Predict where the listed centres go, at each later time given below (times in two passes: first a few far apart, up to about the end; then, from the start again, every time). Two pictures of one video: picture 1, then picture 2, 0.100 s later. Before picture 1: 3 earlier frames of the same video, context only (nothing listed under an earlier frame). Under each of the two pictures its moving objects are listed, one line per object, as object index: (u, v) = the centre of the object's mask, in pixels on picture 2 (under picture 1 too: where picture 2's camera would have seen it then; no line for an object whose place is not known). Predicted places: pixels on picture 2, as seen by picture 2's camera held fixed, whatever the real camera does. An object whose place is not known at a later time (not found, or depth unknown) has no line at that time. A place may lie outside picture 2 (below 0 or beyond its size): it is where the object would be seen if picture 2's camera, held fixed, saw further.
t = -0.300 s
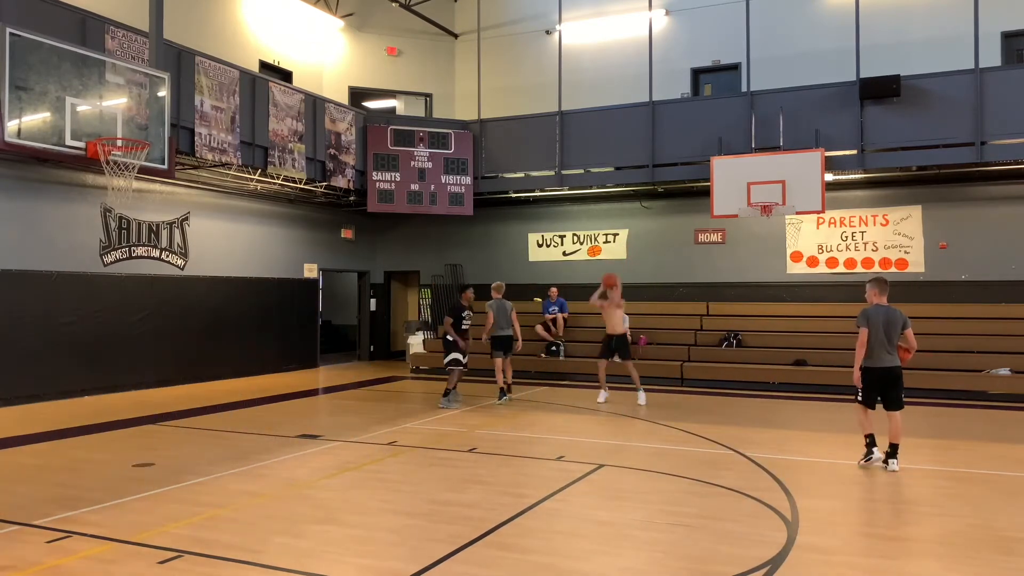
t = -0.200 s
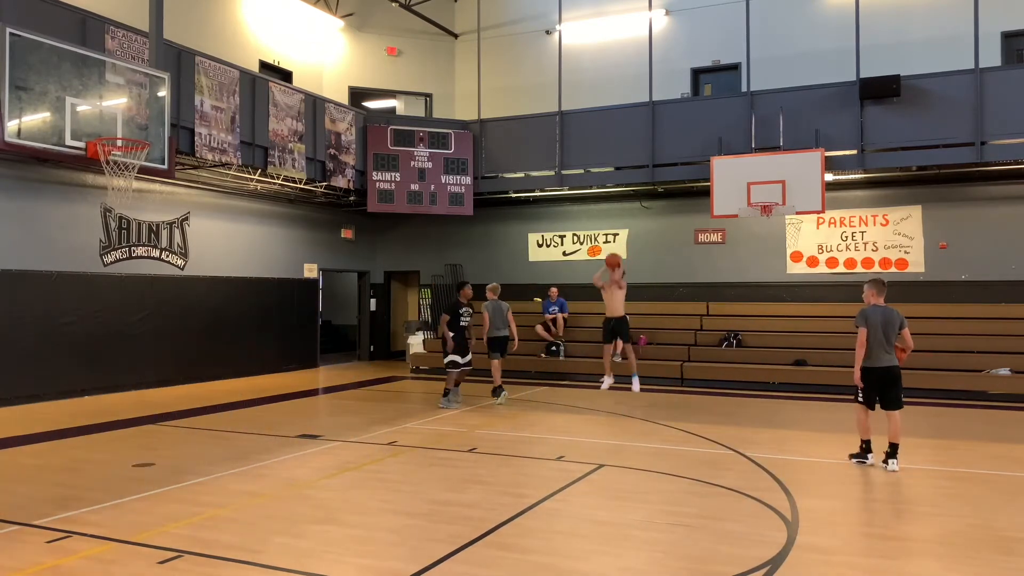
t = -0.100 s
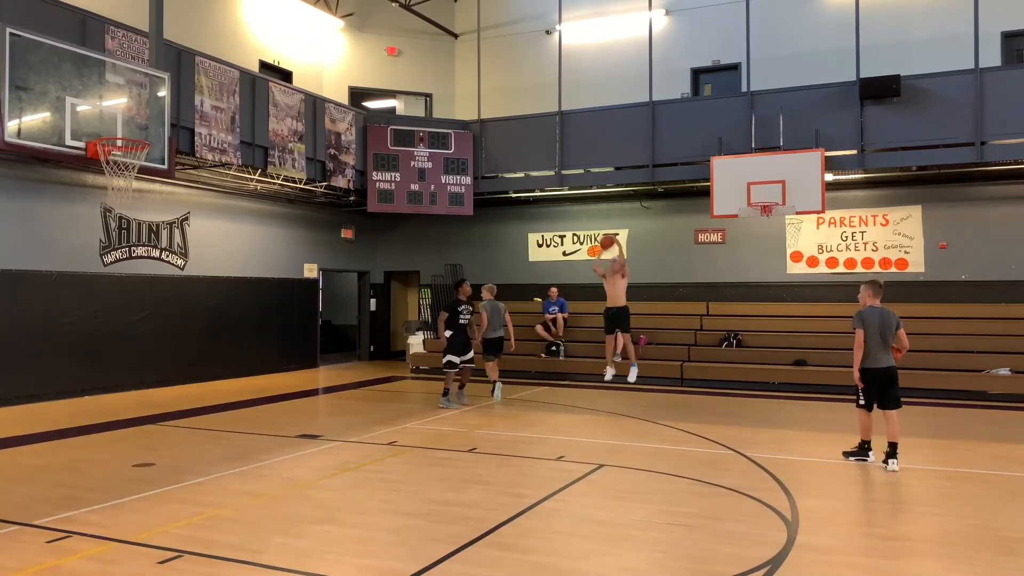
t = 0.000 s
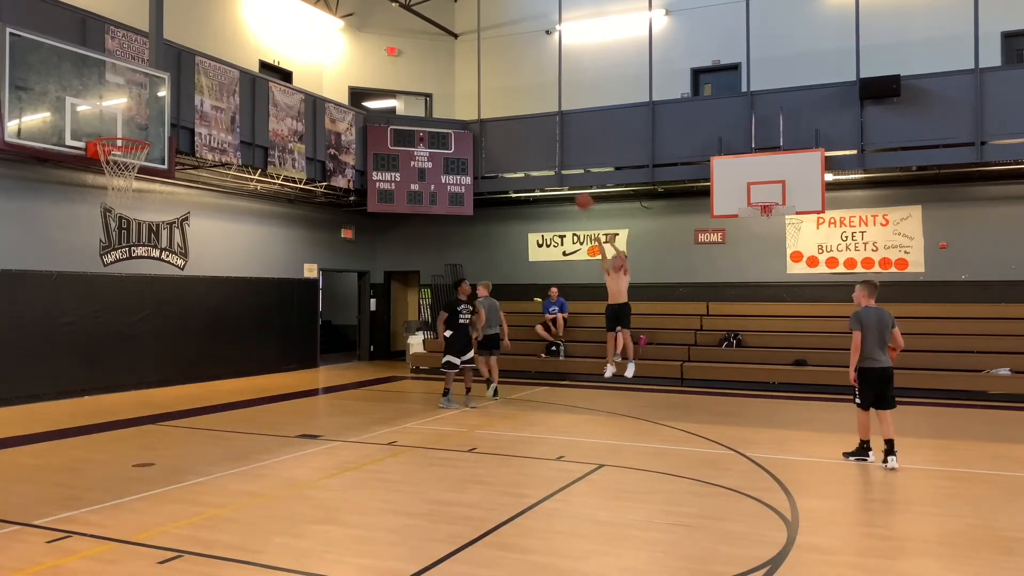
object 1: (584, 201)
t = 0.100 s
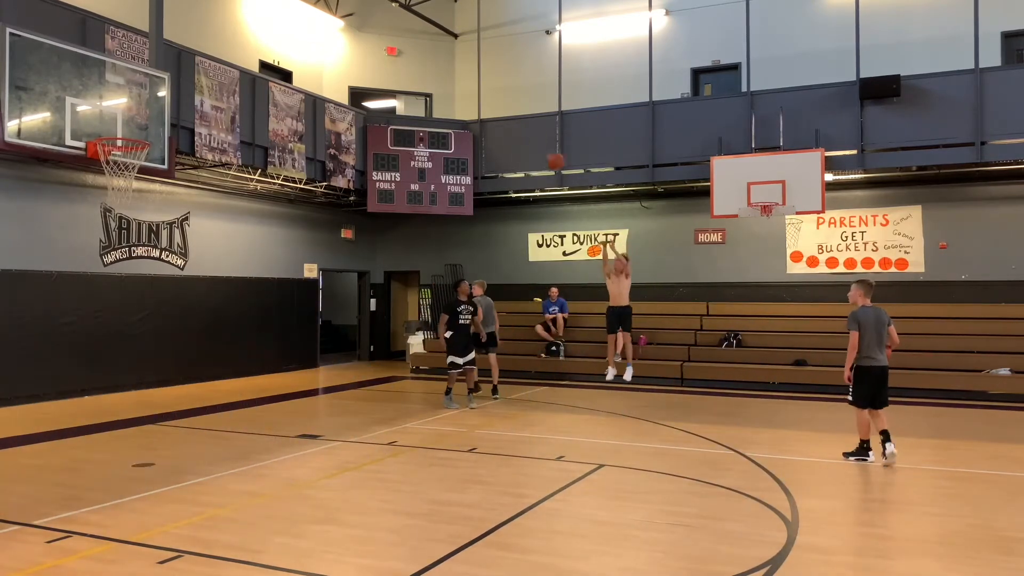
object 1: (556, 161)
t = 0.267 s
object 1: (505, 104)
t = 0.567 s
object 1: (398, 44)
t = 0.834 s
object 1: (284, 48)
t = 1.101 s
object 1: (147, 125)
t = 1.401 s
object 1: (142, 159)
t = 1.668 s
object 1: (138, 181)
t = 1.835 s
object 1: (126, 226)
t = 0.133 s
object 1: (546, 148)
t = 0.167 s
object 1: (537, 137)
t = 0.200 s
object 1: (526, 126)
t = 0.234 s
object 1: (516, 114)
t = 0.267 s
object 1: (505, 104)
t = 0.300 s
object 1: (494, 95)
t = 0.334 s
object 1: (483, 86)
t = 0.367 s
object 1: (471, 77)
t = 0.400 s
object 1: (460, 70)
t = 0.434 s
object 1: (449, 63)
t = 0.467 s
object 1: (437, 57)
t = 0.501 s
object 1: (424, 52)
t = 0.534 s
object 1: (411, 47)
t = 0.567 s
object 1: (398, 44)
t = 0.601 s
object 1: (386, 41)
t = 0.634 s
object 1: (372, 39)
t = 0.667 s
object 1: (358, 38)
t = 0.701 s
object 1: (343, 38)
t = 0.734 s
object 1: (329, 39)
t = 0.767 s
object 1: (314, 41)
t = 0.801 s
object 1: (299, 44)
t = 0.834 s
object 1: (284, 48)
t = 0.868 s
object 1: (267, 53)
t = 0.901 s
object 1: (252, 59)
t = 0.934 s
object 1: (235, 67)
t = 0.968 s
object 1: (218, 75)
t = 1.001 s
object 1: (200, 86)
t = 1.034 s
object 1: (183, 97)
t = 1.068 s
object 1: (166, 111)
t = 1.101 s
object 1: (147, 125)
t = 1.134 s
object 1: (132, 134)
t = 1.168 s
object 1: (114, 141)
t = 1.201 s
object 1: (111, 145)
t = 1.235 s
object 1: (115, 147)
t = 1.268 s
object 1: (118, 149)
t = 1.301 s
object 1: (124, 152)
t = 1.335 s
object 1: (132, 154)
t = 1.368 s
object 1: (135, 157)
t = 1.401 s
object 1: (142, 159)
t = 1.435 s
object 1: (144, 163)
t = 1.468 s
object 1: (146, 166)
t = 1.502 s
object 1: (146, 166)
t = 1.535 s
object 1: (146, 167)
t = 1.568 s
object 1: (144, 169)
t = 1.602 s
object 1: (143, 173)
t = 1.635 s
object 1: (140, 178)
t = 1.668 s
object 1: (138, 181)
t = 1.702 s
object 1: (136, 187)
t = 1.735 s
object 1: (134, 196)
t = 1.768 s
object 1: (131, 204)
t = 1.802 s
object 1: (129, 214)
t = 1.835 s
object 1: (126, 226)
